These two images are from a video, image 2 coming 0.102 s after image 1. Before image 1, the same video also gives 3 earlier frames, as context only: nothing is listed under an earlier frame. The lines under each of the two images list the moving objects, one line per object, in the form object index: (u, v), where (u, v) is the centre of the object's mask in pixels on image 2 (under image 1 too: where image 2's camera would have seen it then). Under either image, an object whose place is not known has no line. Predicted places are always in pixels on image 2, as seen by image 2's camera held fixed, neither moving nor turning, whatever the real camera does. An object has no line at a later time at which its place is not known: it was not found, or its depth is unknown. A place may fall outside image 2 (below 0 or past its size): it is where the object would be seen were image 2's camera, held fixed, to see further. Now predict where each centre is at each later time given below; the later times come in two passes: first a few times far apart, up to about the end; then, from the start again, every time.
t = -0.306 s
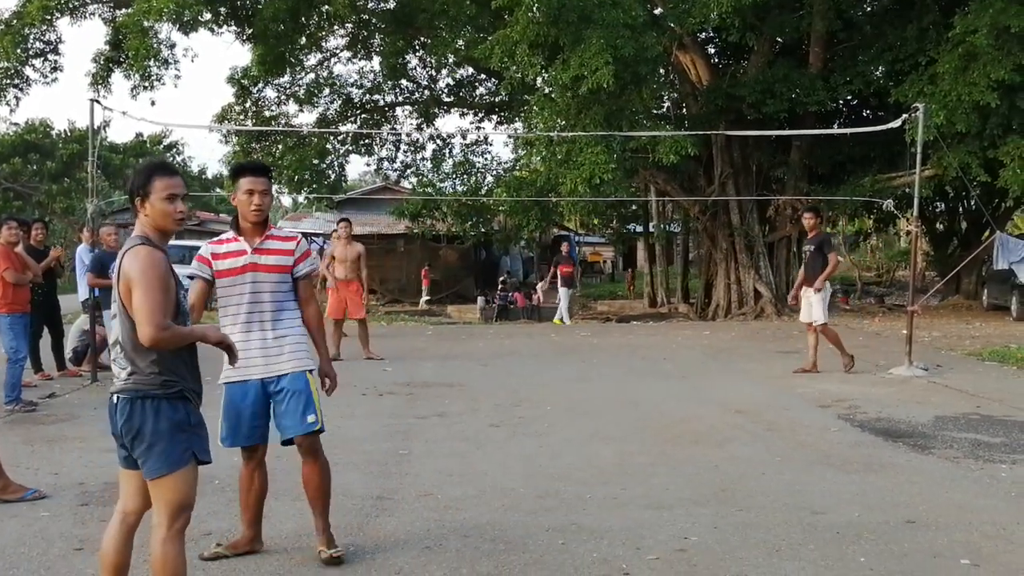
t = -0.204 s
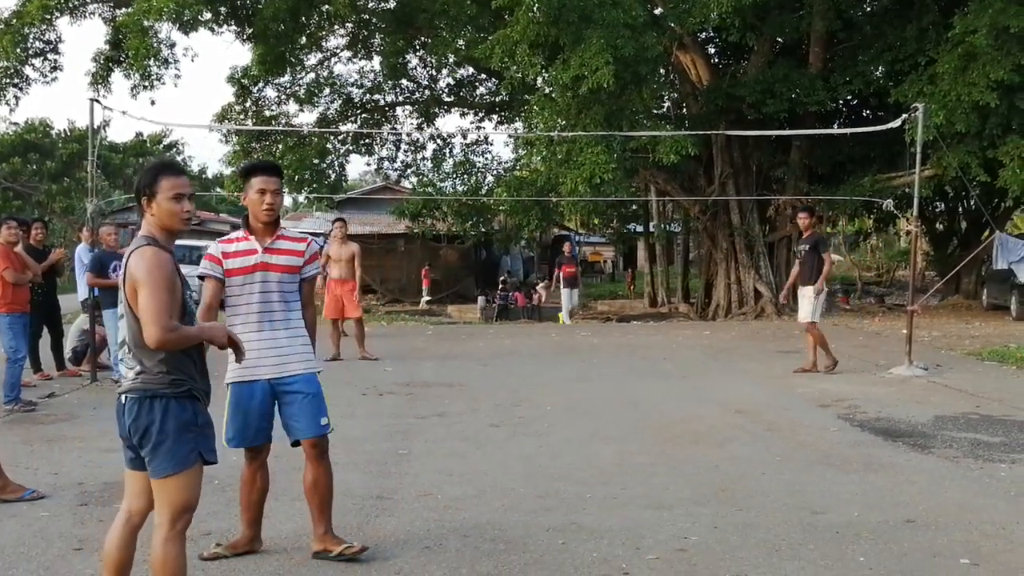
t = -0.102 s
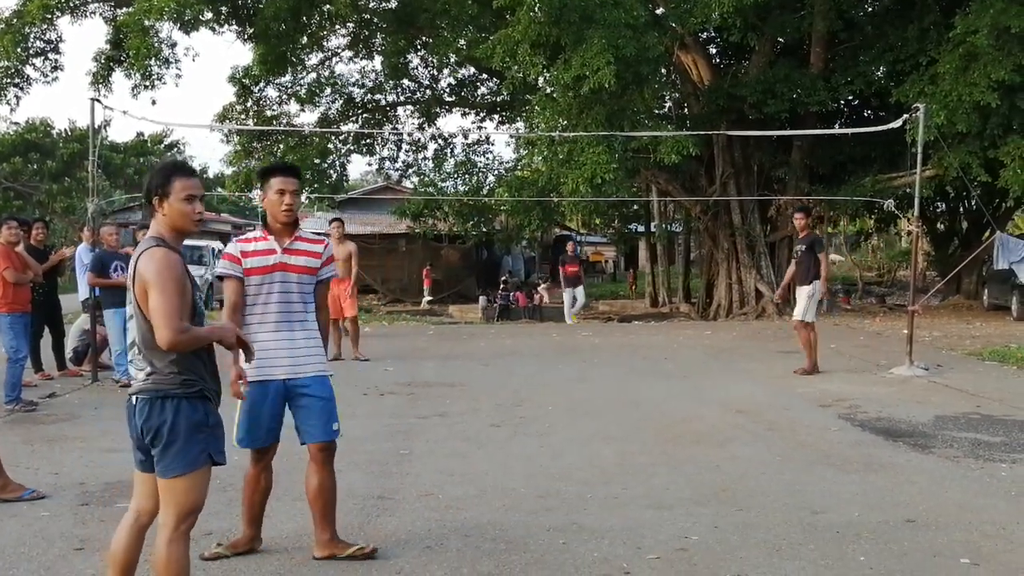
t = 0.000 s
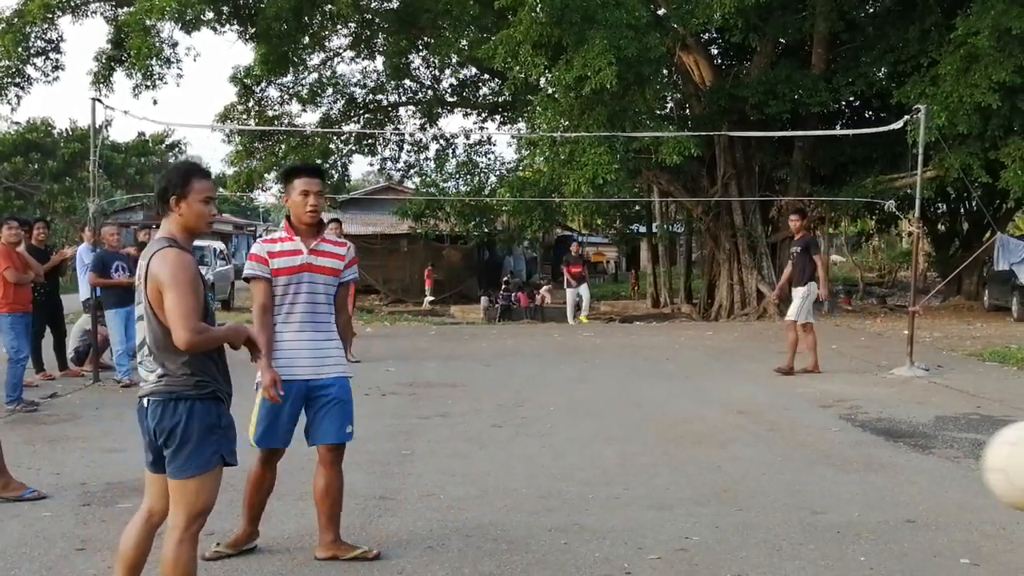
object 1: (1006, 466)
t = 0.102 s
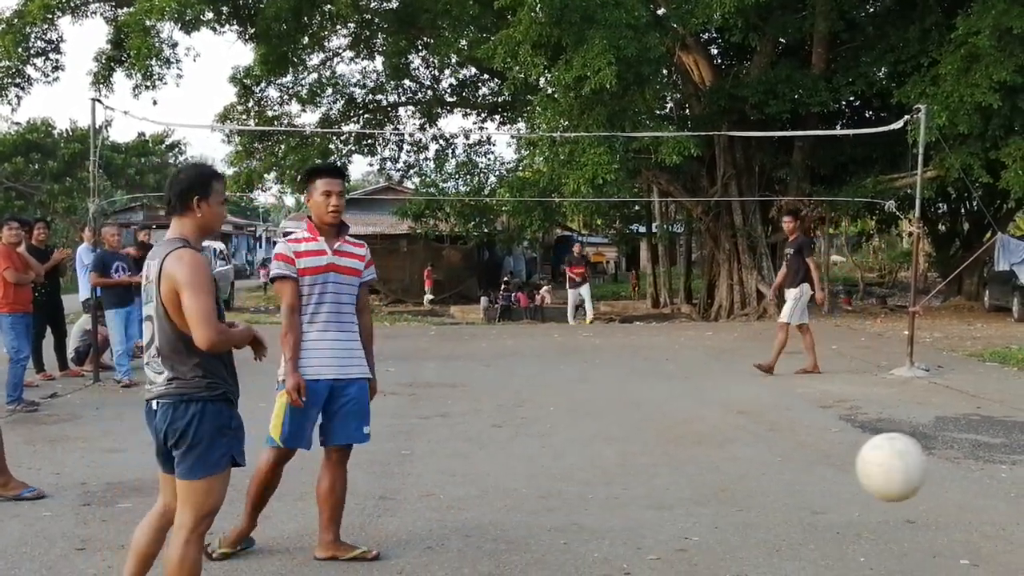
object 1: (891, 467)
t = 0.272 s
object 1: (767, 515)
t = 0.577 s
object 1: (678, 349)
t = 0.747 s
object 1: (648, 336)
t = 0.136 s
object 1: (860, 473)
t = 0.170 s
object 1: (831, 481)
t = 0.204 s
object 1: (807, 491)
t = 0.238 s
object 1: (786, 503)
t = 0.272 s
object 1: (767, 515)
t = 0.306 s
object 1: (751, 517)
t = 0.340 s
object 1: (740, 483)
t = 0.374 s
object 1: (729, 452)
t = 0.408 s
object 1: (719, 427)
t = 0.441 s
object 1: (710, 405)
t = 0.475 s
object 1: (701, 385)
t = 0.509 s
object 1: (693, 371)
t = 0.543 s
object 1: (686, 359)
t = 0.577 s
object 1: (678, 349)
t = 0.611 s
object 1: (671, 342)
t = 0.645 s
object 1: (665, 338)
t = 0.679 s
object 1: (659, 335)
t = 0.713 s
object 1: (653, 334)
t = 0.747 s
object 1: (648, 336)
